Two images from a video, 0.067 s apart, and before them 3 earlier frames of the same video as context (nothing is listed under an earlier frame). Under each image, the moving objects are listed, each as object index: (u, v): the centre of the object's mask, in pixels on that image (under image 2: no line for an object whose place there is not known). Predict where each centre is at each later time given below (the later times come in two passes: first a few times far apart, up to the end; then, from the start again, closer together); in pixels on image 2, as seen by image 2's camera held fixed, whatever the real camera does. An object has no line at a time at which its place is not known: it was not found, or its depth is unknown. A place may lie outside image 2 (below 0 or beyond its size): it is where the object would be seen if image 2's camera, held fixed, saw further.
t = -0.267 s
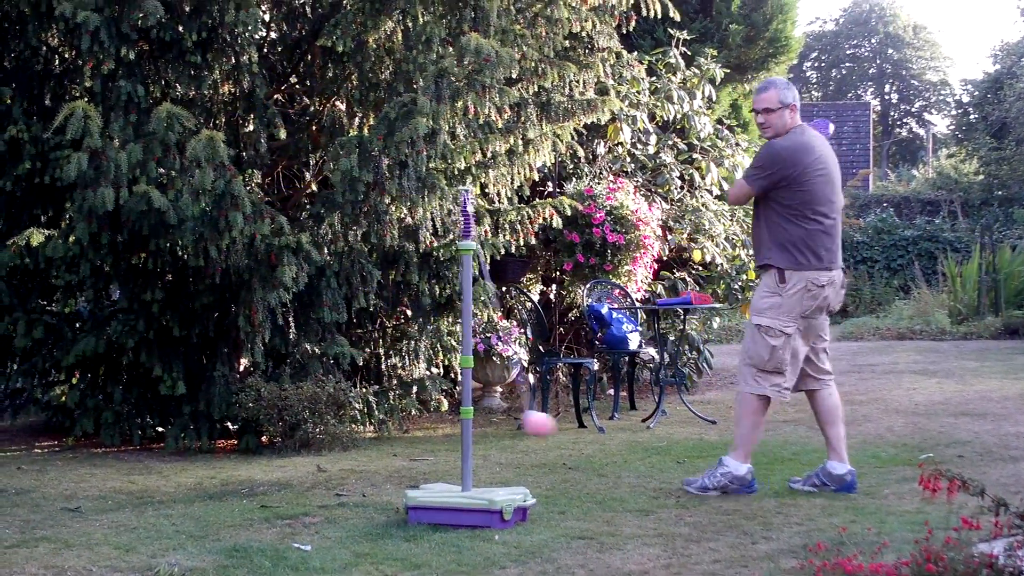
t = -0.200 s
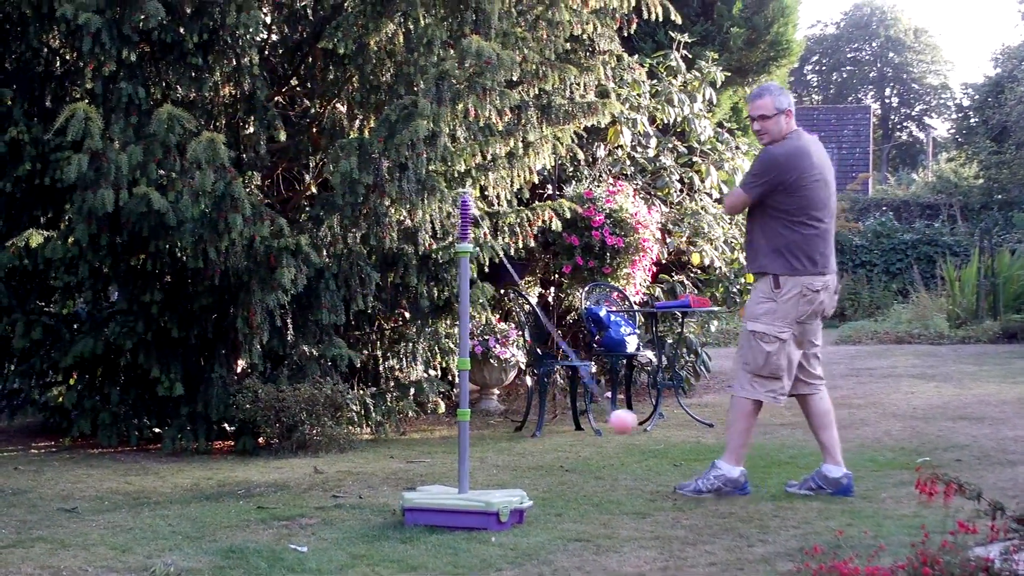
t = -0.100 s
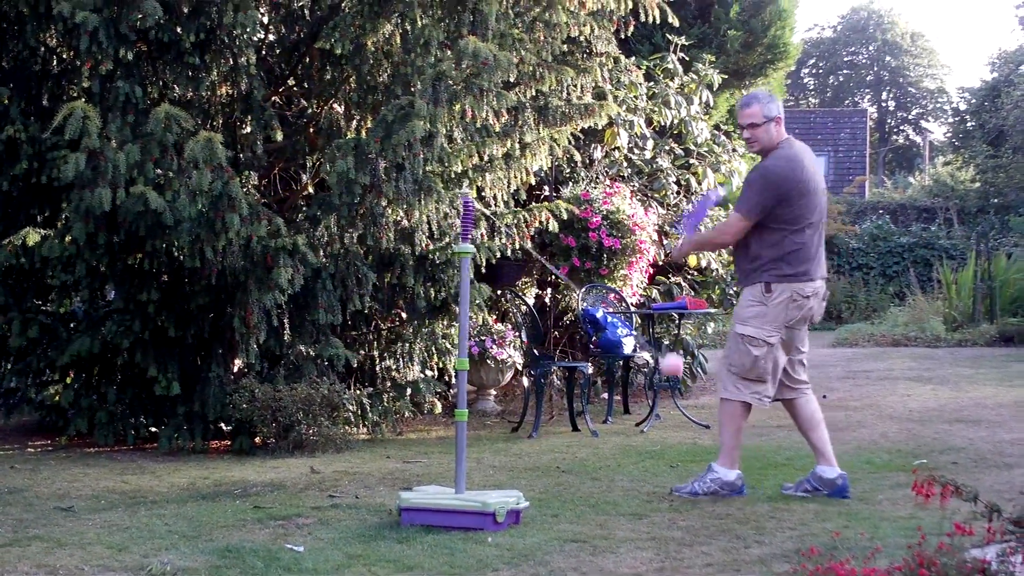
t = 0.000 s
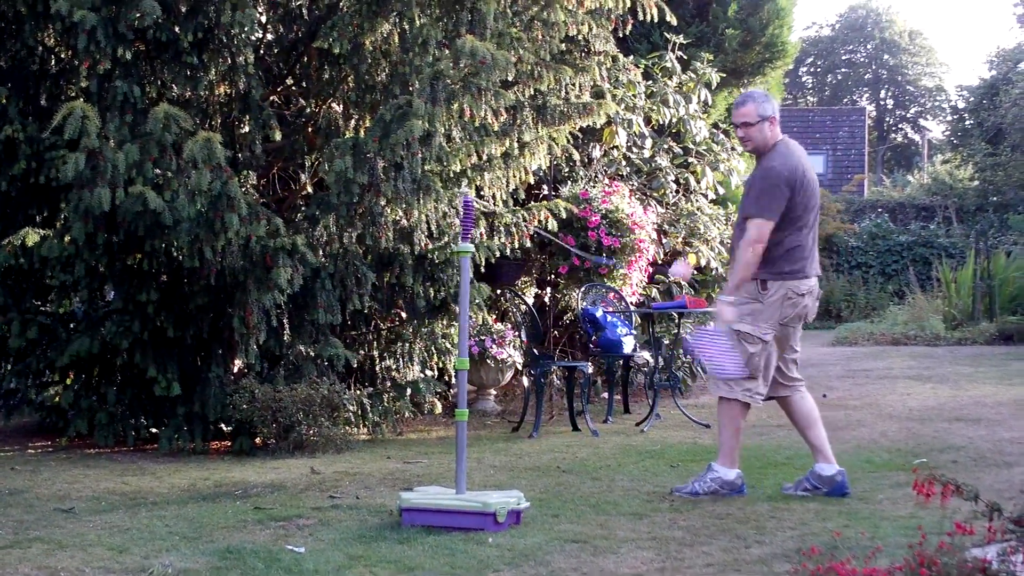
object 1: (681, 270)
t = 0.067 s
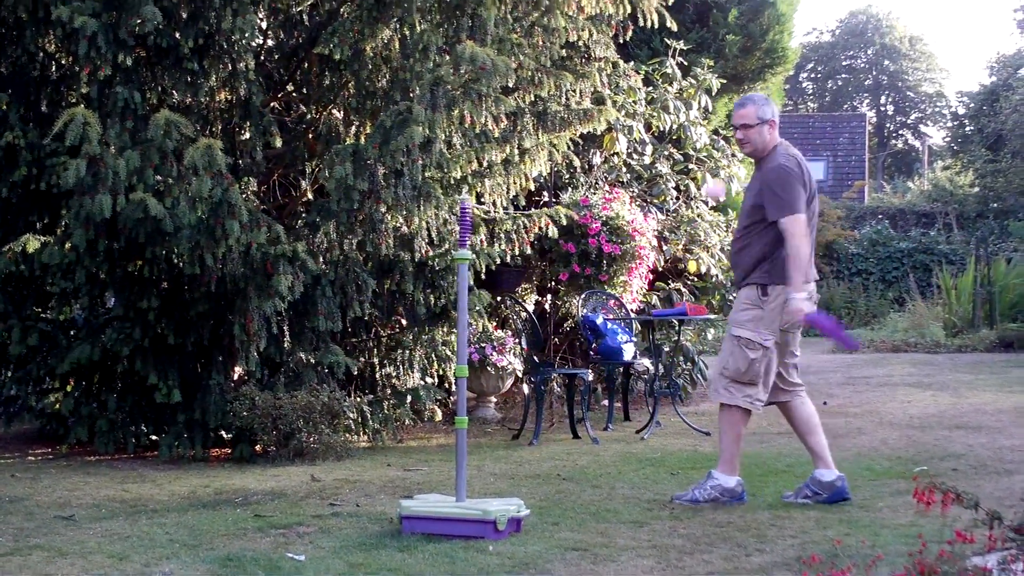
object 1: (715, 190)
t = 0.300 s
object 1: (602, 13)
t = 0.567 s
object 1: (261, 167)
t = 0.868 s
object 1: (390, 425)
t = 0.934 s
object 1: (475, 403)
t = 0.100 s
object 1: (727, 149)
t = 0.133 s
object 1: (729, 114)
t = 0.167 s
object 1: (720, 82)
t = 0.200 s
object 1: (699, 53)
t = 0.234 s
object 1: (671, 32)
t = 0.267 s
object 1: (638, 20)
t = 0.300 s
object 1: (602, 13)
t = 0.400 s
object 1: (473, 19)
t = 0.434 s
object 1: (425, 31)
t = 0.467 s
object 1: (378, 50)
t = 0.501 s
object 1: (336, 82)
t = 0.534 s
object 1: (296, 122)
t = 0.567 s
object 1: (261, 167)
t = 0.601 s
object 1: (233, 216)
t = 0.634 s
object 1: (219, 265)
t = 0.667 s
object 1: (215, 314)
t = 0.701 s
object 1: (225, 356)
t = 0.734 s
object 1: (243, 388)
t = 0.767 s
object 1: (272, 410)
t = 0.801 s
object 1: (308, 423)
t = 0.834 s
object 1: (347, 429)
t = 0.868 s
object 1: (390, 425)
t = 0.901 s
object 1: (431, 417)
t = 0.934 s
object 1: (475, 403)
